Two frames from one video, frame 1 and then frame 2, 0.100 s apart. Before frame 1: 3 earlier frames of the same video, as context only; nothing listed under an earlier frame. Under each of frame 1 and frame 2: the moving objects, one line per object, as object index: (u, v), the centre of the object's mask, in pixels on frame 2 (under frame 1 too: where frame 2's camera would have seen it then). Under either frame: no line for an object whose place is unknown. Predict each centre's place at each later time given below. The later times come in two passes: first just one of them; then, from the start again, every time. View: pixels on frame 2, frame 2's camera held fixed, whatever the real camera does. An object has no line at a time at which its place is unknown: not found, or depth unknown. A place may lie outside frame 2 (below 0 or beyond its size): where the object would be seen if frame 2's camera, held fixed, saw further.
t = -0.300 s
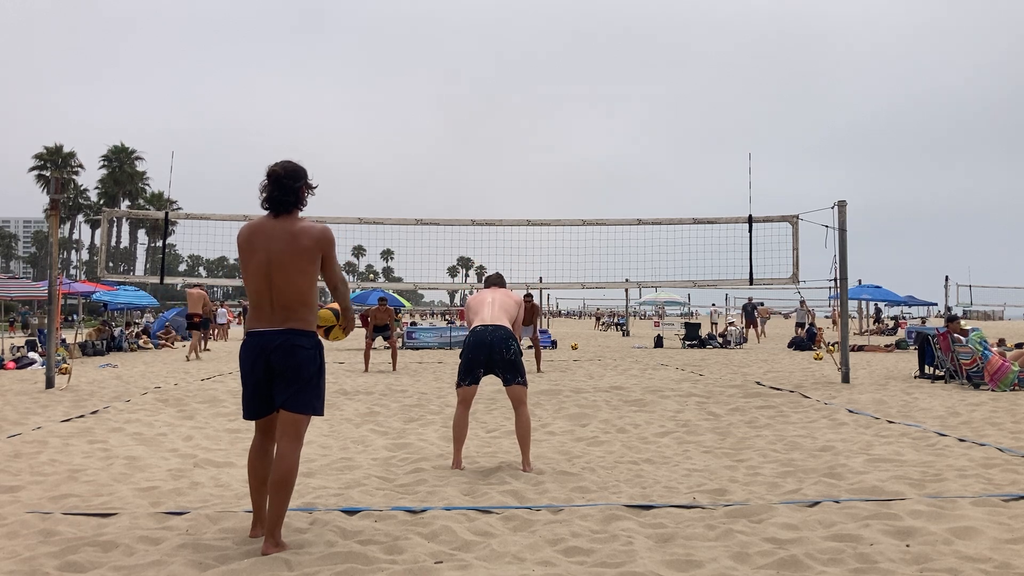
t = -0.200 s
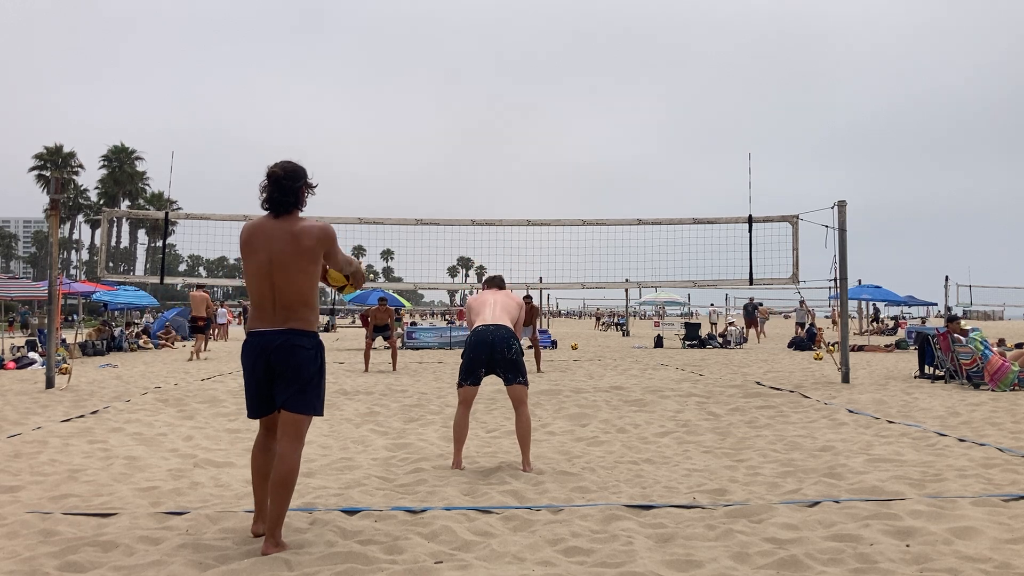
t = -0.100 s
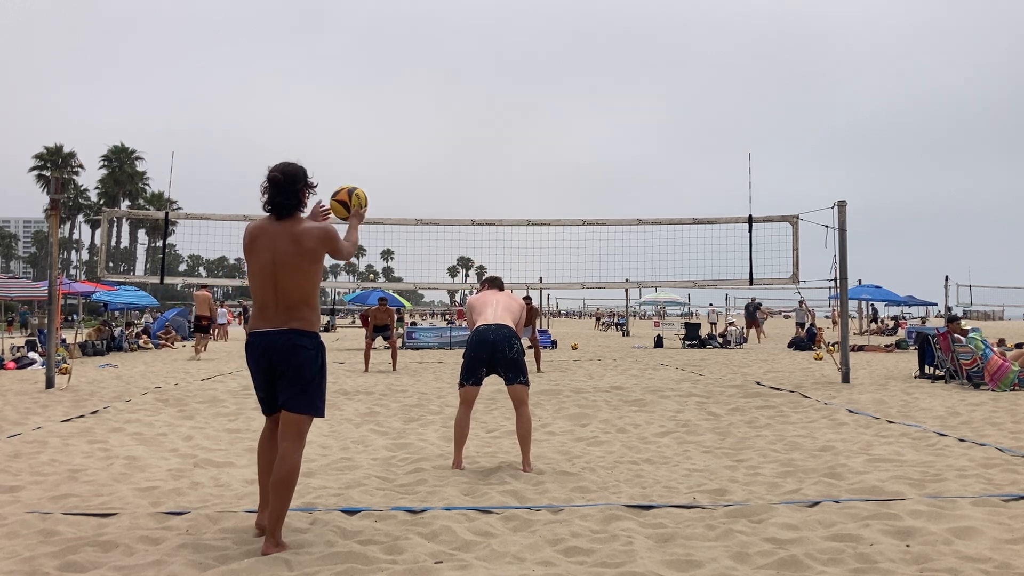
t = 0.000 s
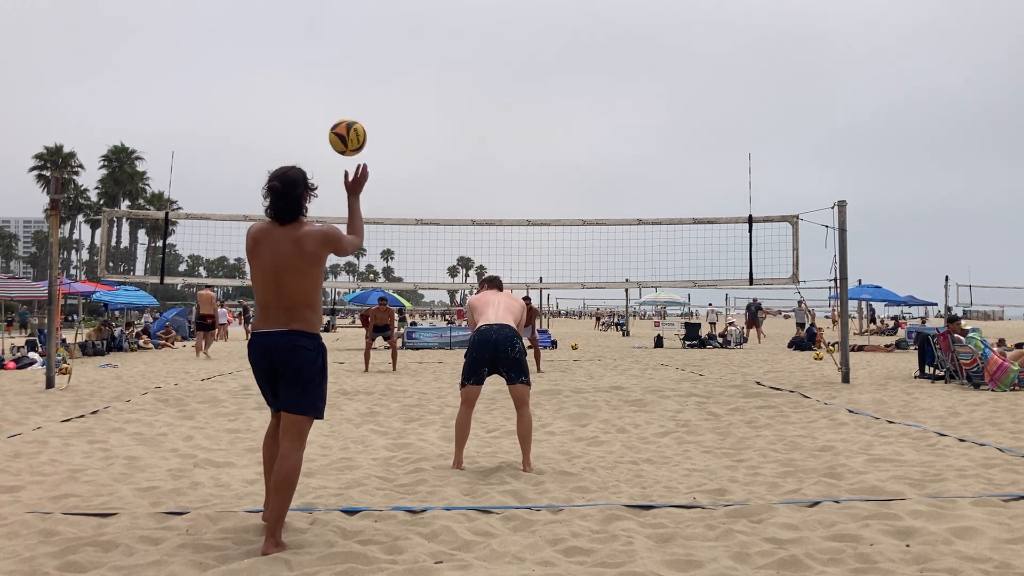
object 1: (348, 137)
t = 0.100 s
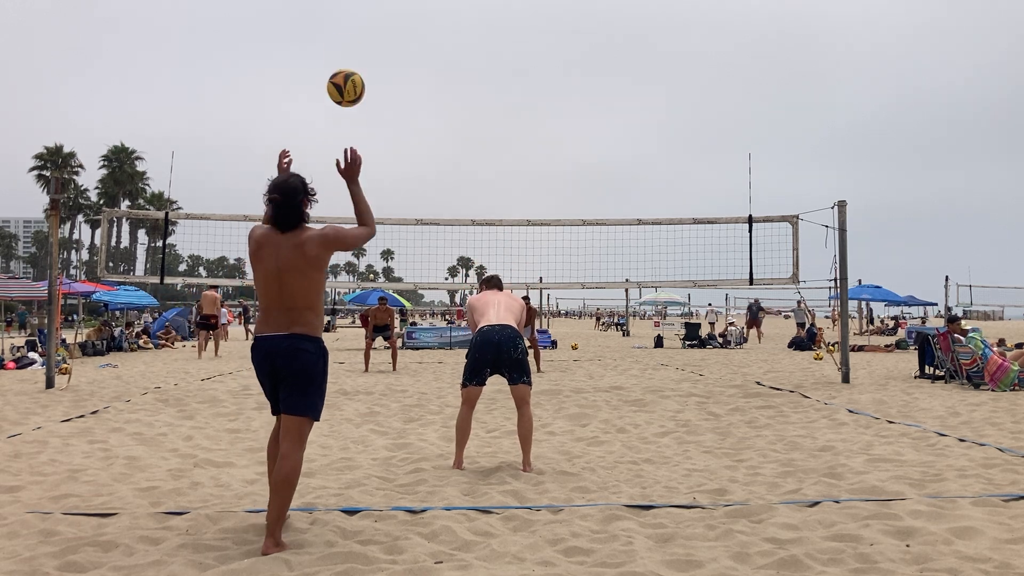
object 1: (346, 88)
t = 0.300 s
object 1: (342, 39)
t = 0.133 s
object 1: (345, 75)
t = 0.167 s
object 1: (345, 64)
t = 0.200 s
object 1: (344, 55)
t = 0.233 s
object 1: (343, 48)
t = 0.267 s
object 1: (343, 43)
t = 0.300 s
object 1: (342, 39)
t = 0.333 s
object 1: (341, 38)
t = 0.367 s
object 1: (341, 38)
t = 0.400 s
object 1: (340, 41)
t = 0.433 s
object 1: (339, 45)
